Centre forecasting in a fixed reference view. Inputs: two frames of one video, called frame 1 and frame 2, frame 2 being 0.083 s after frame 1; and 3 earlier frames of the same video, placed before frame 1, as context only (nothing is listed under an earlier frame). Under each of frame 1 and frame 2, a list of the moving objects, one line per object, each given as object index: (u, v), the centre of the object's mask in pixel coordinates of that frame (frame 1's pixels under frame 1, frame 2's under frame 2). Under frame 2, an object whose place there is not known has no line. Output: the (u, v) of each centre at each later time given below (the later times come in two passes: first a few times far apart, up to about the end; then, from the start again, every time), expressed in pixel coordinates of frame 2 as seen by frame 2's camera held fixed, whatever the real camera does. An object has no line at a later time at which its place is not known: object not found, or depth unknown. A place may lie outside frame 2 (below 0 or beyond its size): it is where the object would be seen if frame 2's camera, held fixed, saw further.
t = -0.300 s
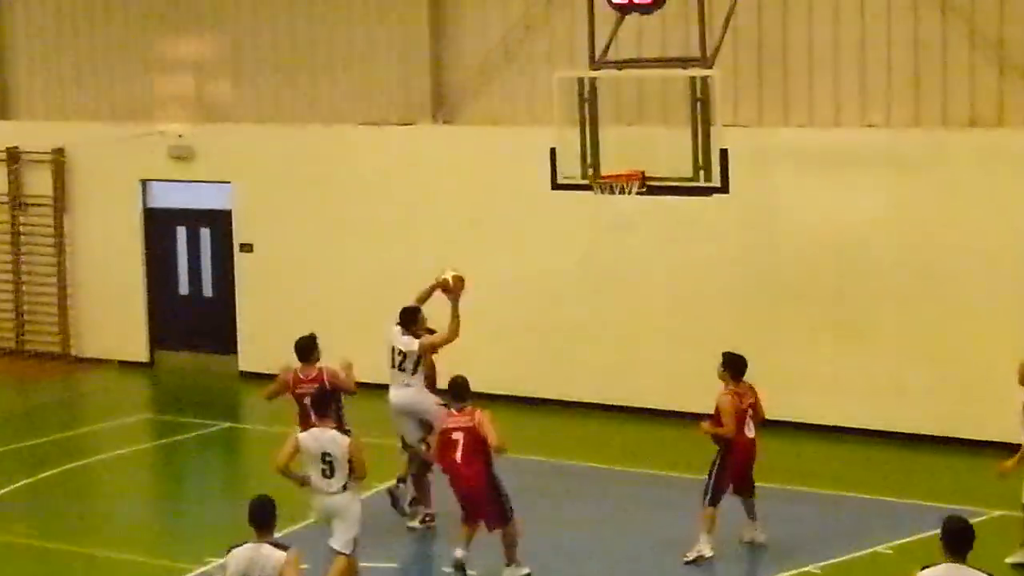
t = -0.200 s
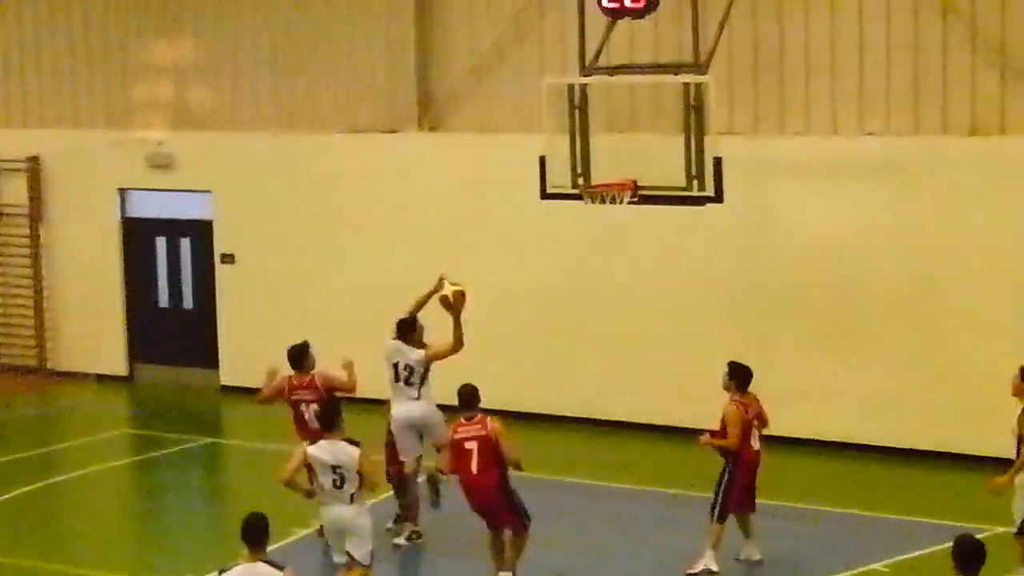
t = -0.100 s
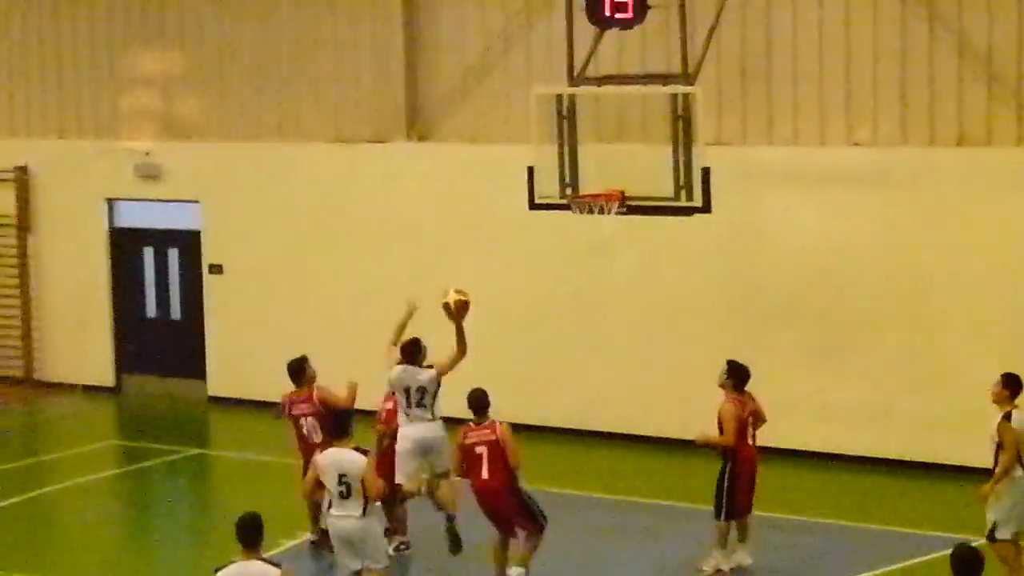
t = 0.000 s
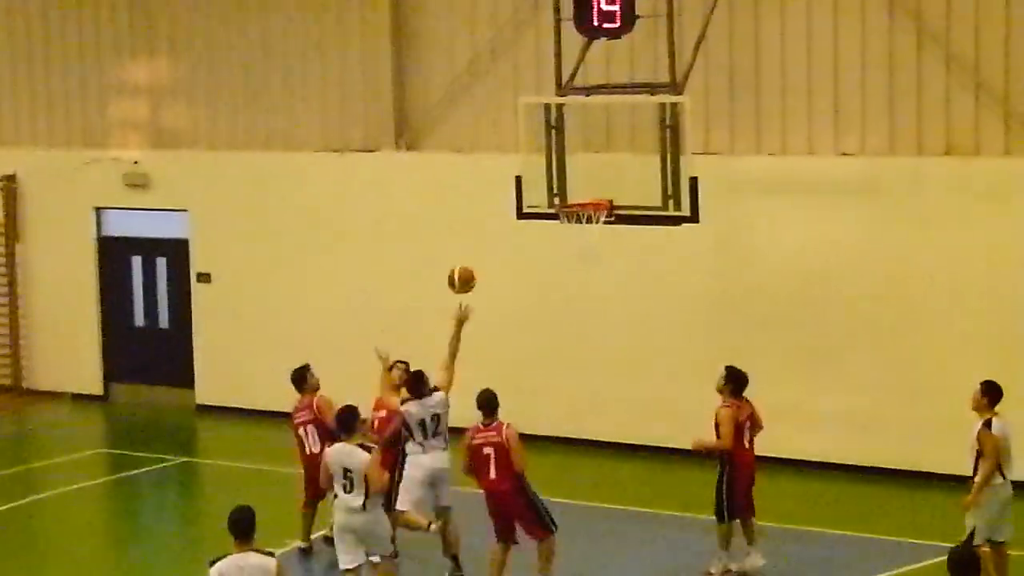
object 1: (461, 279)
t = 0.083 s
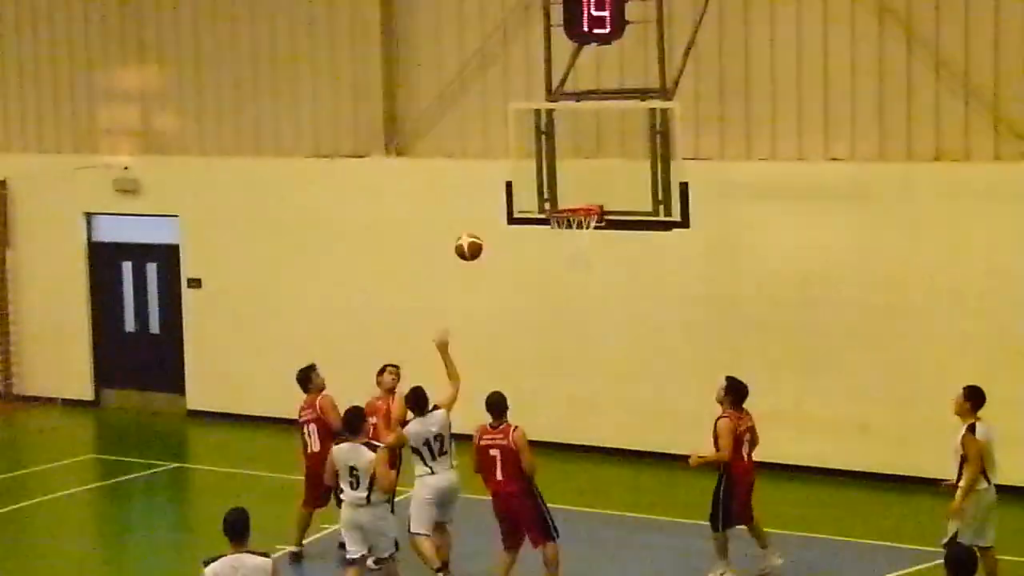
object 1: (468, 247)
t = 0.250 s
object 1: (500, 196)
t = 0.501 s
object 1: (547, 180)
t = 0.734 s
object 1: (573, 183)
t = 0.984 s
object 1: (567, 209)
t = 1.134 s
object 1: (566, 253)
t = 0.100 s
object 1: (472, 240)
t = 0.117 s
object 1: (475, 233)
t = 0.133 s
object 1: (478, 228)
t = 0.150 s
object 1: (481, 222)
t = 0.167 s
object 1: (484, 217)
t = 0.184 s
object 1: (487, 212)
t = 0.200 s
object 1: (490, 208)
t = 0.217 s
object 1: (494, 203)
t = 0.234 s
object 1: (497, 199)
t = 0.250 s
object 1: (500, 196)
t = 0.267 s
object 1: (503, 192)
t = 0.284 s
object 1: (507, 189)
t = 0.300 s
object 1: (510, 187)
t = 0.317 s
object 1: (513, 184)
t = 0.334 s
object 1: (516, 182)
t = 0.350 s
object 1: (519, 182)
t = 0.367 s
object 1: (522, 181)
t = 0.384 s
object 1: (526, 179)
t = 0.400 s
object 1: (528, 177)
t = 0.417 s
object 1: (532, 177)
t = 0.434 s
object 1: (535, 176)
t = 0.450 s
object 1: (537, 177)
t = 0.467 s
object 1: (541, 177)
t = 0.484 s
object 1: (544, 177)
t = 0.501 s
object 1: (547, 180)
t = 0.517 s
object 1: (550, 180)
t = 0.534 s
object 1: (555, 181)
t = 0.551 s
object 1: (557, 183)
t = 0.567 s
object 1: (560, 185)
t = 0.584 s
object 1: (565, 189)
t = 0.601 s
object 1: (567, 191)
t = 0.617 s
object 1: (569, 194)
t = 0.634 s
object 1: (570, 193)
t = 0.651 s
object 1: (571, 190)
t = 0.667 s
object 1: (572, 188)
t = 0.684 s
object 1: (574, 186)
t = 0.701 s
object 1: (574, 185)
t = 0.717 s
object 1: (573, 184)
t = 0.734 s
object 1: (573, 183)
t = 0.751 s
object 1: (573, 182)
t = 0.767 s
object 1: (573, 182)
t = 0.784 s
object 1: (572, 182)
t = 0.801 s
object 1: (572, 183)
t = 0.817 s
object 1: (571, 184)
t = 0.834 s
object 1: (571, 185)
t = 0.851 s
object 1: (571, 187)
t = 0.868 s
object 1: (571, 188)
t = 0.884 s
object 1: (570, 190)
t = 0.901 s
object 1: (570, 192)
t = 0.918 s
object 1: (570, 195)
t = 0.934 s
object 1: (570, 198)
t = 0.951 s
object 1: (569, 200)
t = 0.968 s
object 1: (569, 201)
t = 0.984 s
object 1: (567, 209)
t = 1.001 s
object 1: (567, 211)
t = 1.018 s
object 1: (569, 216)
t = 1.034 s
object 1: (568, 220)
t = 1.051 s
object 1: (568, 227)
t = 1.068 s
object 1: (567, 232)
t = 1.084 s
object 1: (567, 239)
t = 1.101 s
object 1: (567, 243)
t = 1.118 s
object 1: (566, 250)
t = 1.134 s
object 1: (566, 253)
